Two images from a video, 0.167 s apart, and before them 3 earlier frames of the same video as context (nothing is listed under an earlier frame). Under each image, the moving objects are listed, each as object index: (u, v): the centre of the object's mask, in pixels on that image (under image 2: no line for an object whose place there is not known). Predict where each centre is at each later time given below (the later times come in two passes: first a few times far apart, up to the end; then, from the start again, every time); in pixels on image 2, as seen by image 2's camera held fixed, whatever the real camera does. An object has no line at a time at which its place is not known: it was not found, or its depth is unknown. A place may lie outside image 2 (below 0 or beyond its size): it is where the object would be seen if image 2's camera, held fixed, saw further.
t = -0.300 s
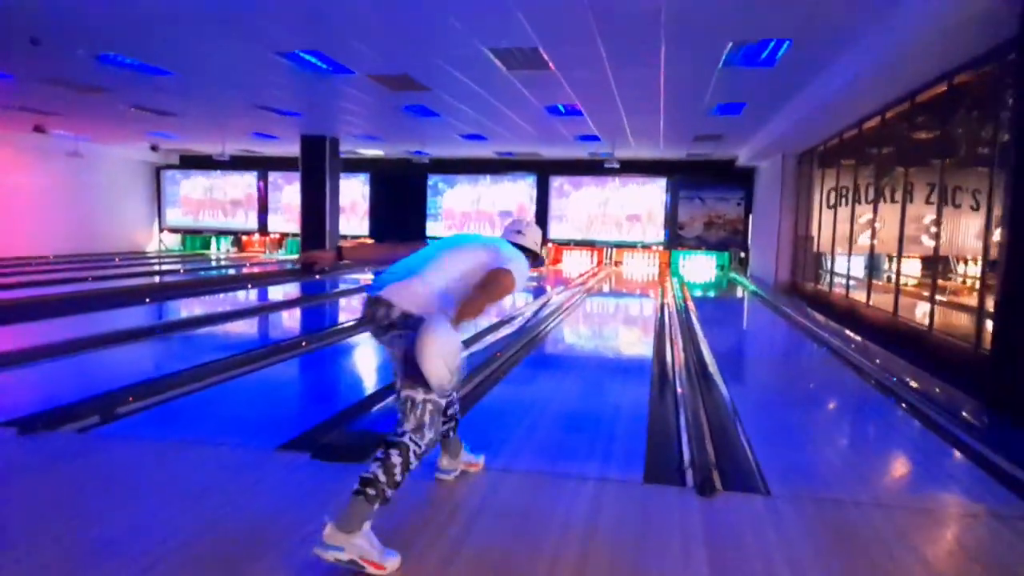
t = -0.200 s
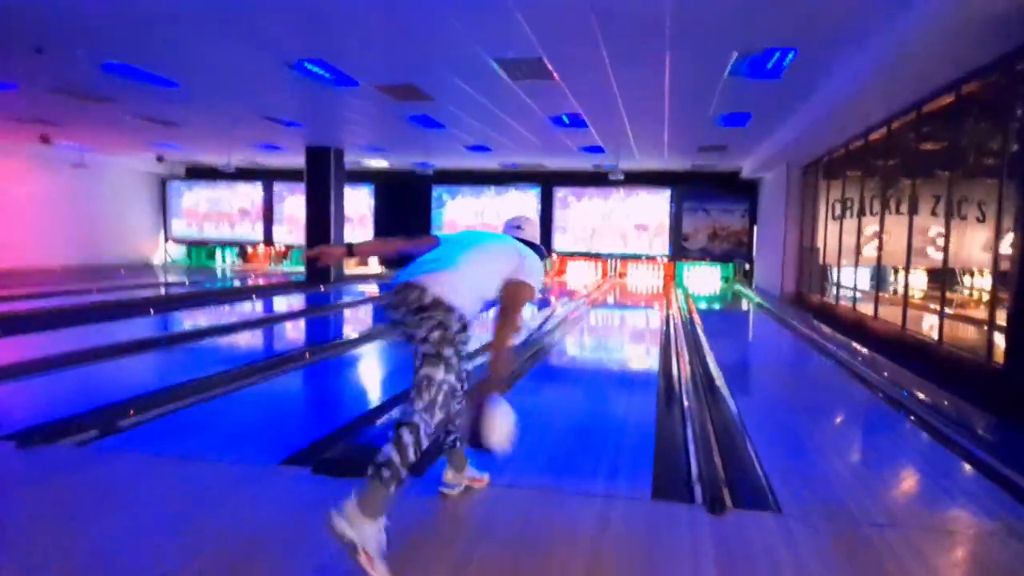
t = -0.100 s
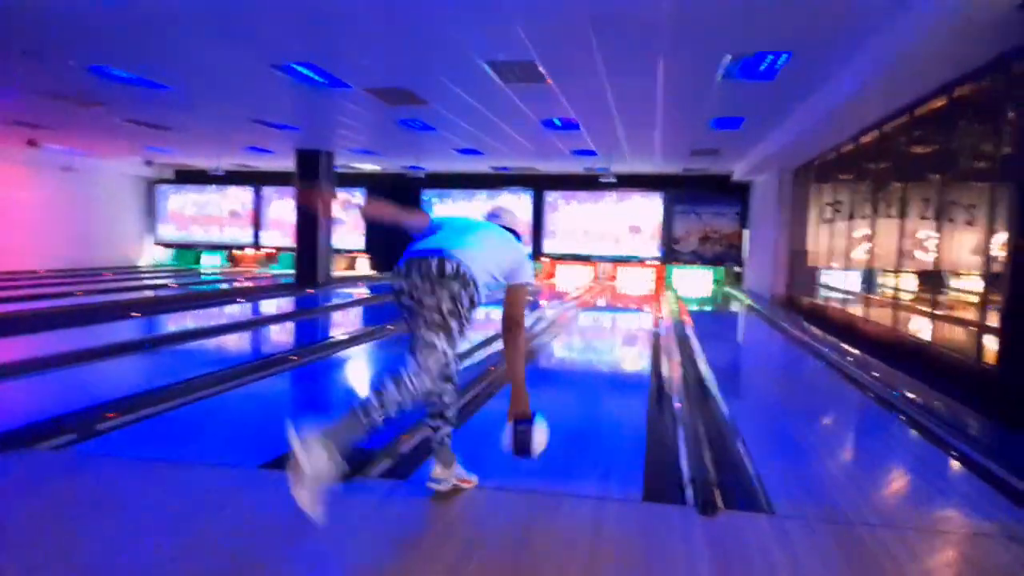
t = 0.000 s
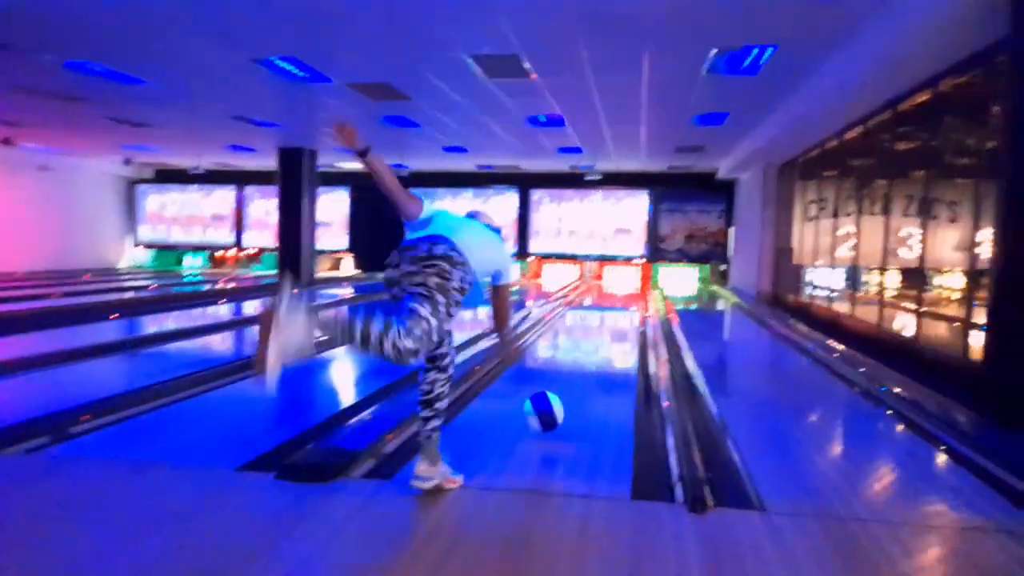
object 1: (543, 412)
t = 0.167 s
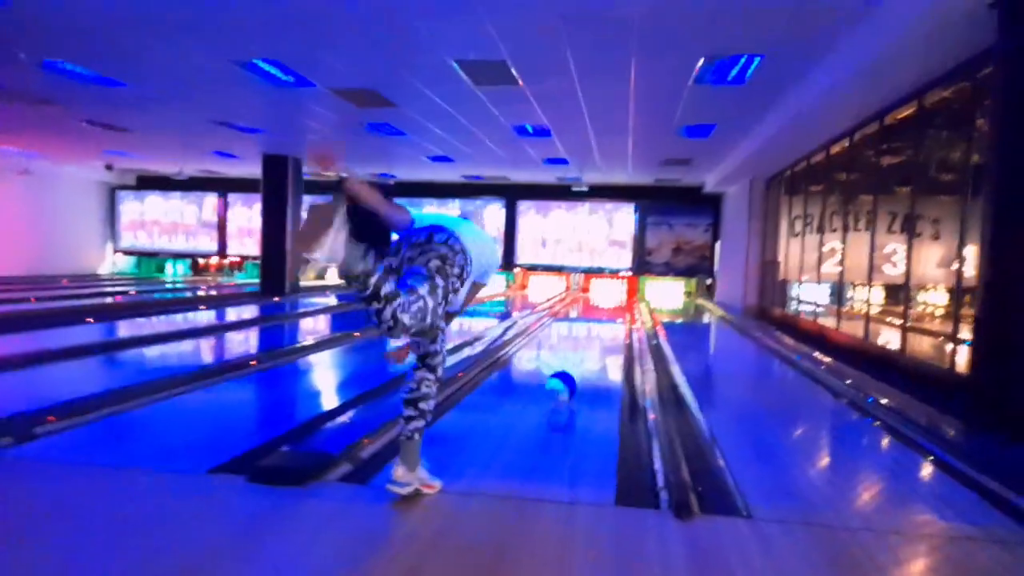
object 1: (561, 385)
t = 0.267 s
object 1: (574, 369)
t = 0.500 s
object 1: (596, 344)
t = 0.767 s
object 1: (609, 326)
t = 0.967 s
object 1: (616, 317)
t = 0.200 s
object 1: (566, 380)
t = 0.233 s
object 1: (570, 375)
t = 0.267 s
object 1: (574, 369)
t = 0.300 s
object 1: (577, 365)
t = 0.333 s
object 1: (581, 361)
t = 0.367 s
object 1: (585, 356)
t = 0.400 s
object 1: (587, 352)
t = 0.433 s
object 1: (591, 349)
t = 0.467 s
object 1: (593, 346)
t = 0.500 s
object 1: (596, 344)
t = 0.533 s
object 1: (598, 341)
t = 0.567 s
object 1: (599, 338)
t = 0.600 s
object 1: (601, 336)
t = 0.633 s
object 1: (603, 333)
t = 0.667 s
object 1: (605, 330)
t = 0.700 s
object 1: (606, 329)
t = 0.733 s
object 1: (609, 327)
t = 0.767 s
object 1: (609, 326)
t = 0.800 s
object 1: (611, 324)
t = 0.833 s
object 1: (612, 323)
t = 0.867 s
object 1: (614, 322)
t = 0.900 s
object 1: (615, 321)
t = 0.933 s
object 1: (616, 319)
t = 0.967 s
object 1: (616, 317)
